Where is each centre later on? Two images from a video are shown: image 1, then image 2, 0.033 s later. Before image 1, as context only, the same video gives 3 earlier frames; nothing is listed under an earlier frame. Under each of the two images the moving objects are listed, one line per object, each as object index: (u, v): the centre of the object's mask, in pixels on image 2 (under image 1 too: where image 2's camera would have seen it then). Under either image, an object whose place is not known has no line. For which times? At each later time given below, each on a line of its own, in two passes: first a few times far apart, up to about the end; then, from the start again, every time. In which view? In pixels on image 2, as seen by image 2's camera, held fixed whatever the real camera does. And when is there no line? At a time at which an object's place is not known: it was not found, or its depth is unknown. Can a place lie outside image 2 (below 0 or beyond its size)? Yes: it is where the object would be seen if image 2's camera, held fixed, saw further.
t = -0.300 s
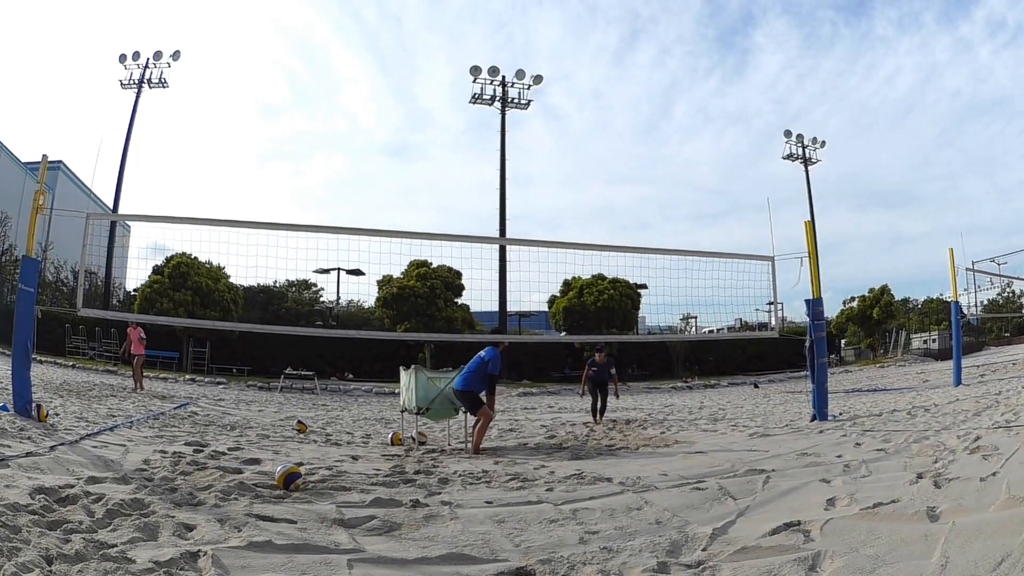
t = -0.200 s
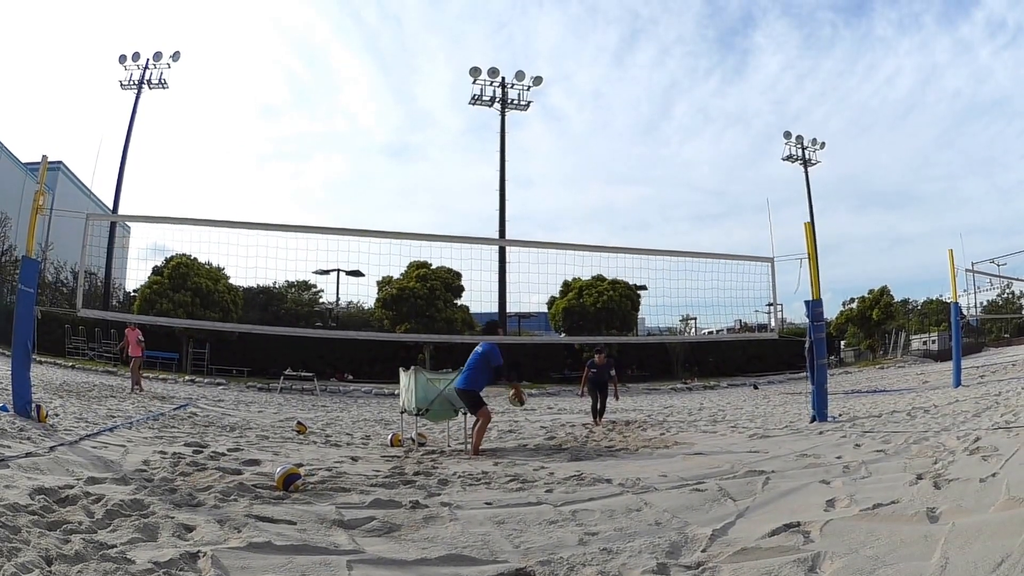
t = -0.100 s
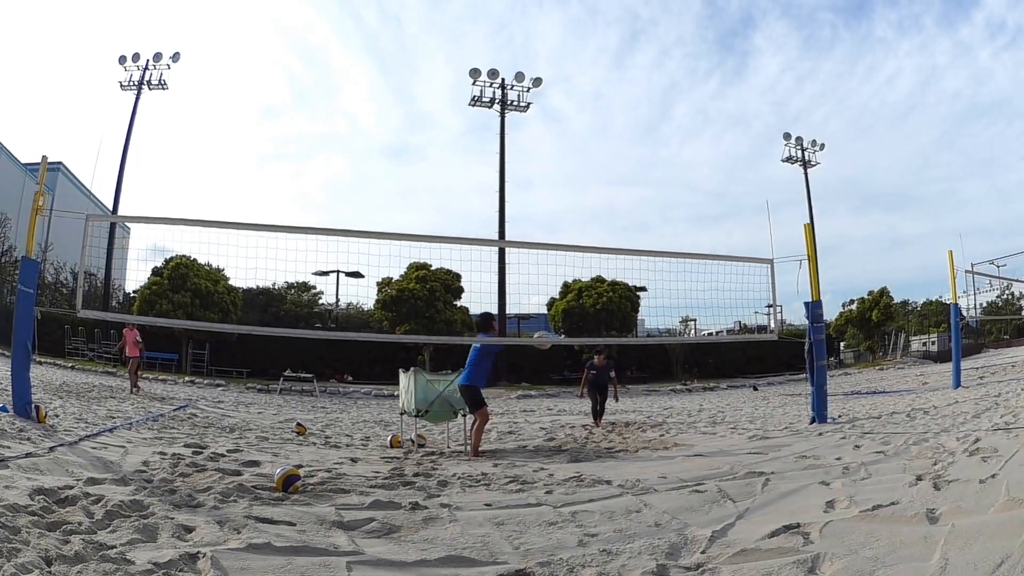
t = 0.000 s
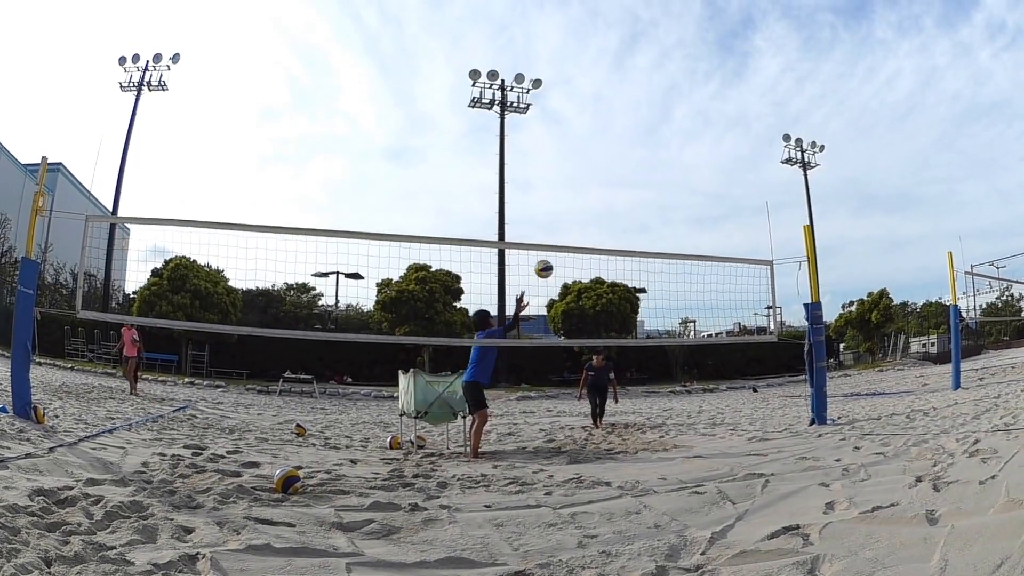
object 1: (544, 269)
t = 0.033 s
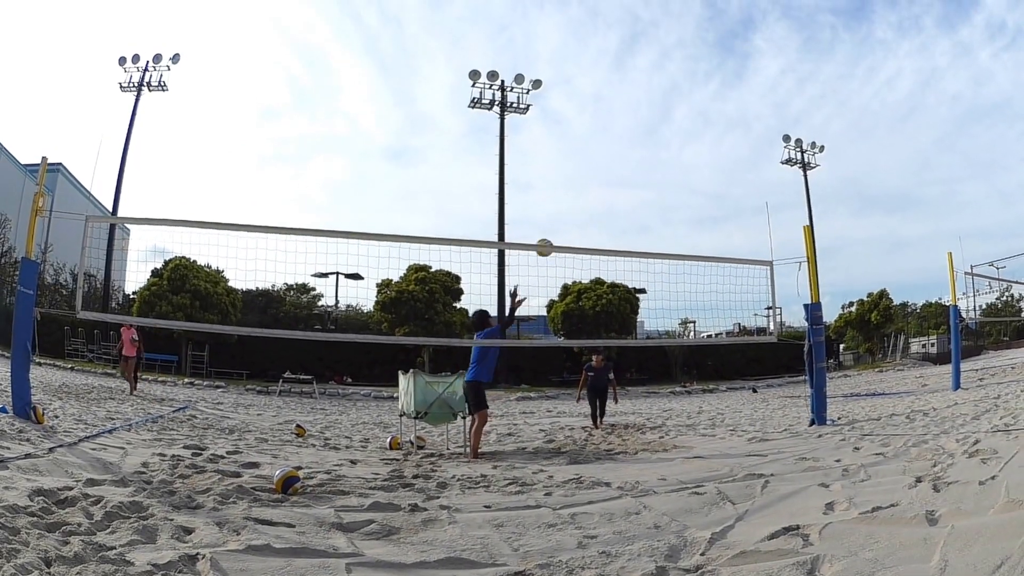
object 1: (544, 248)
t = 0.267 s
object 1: (551, 131)
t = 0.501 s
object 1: (558, 68)
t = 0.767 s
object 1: (564, 46)
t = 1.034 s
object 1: (567, 72)
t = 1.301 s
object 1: (572, 146)
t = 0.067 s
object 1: (545, 227)
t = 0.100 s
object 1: (546, 208)
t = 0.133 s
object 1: (547, 190)
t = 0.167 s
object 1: (548, 173)
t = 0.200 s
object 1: (549, 158)
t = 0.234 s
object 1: (550, 144)
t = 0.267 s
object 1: (551, 131)
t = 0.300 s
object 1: (552, 119)
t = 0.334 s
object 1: (553, 108)
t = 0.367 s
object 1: (554, 98)
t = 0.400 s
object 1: (555, 89)
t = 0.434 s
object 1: (556, 81)
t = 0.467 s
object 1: (558, 74)
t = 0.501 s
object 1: (558, 68)
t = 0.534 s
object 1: (559, 63)
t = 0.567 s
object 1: (560, 58)
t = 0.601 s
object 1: (561, 54)
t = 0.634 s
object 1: (561, 51)
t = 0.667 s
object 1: (562, 49)
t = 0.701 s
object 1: (563, 47)
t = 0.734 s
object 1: (563, 47)
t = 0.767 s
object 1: (564, 46)
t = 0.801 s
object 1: (565, 47)
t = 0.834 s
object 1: (565, 48)
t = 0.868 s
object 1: (566, 50)
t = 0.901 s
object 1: (566, 53)
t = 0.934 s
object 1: (566, 57)
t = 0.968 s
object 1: (567, 61)
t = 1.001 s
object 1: (567, 66)
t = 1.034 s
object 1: (567, 72)
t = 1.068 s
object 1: (568, 78)
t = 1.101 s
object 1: (568, 85)
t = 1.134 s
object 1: (569, 93)
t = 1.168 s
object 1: (569, 102)
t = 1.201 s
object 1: (570, 112)
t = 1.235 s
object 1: (570, 122)
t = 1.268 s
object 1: (571, 134)
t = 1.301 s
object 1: (572, 146)
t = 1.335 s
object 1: (573, 160)
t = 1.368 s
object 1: (573, 174)
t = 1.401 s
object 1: (574, 188)
